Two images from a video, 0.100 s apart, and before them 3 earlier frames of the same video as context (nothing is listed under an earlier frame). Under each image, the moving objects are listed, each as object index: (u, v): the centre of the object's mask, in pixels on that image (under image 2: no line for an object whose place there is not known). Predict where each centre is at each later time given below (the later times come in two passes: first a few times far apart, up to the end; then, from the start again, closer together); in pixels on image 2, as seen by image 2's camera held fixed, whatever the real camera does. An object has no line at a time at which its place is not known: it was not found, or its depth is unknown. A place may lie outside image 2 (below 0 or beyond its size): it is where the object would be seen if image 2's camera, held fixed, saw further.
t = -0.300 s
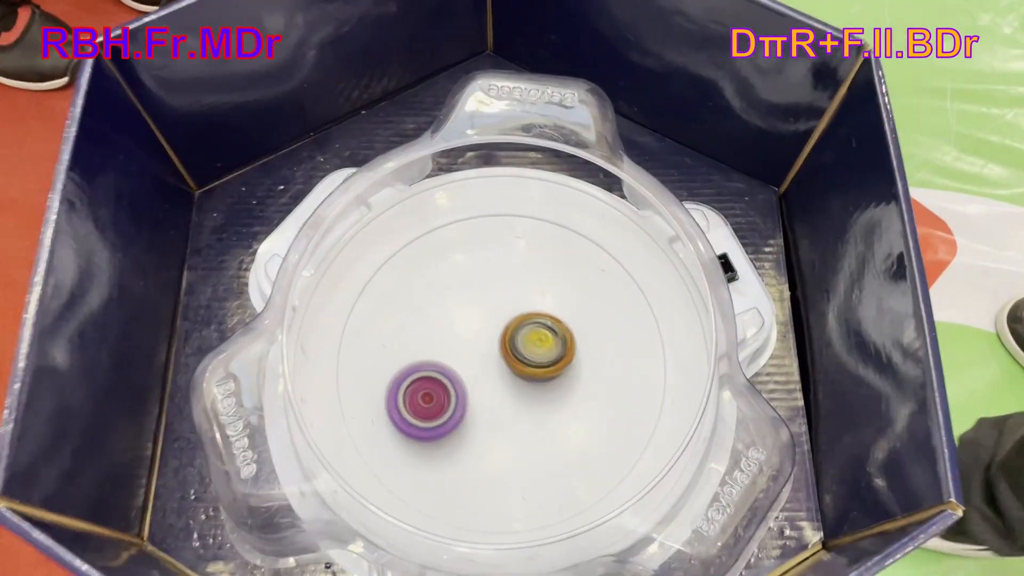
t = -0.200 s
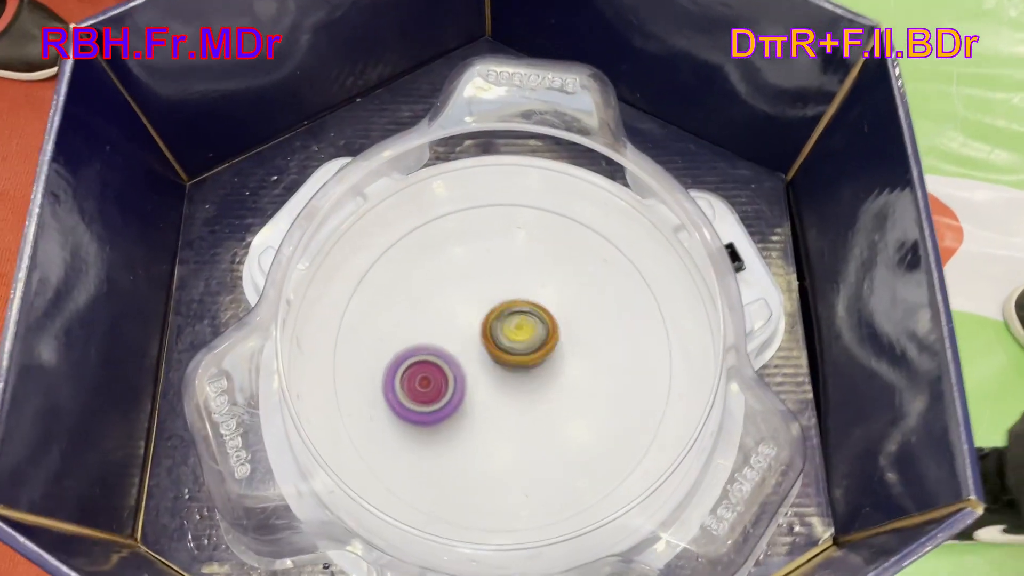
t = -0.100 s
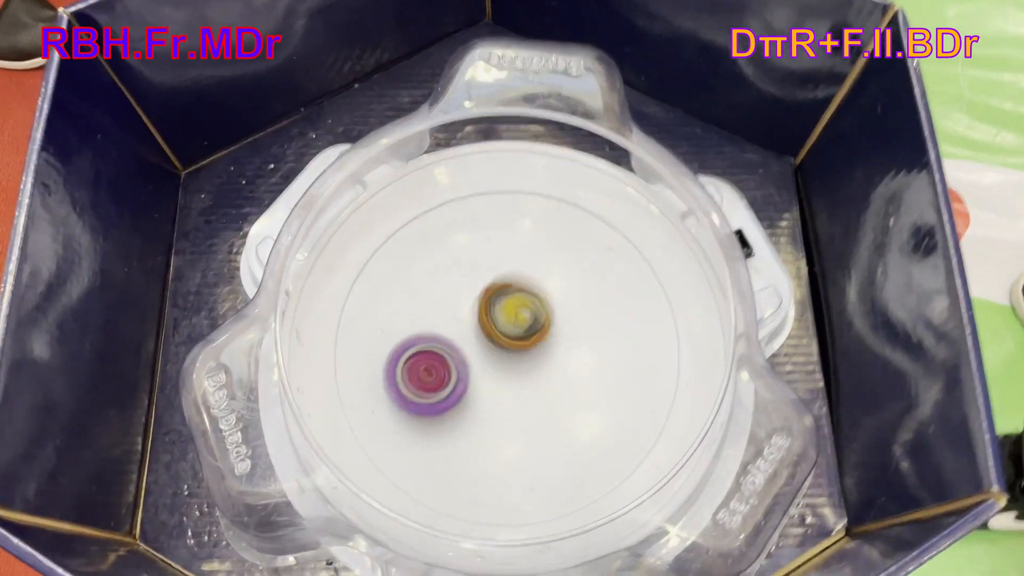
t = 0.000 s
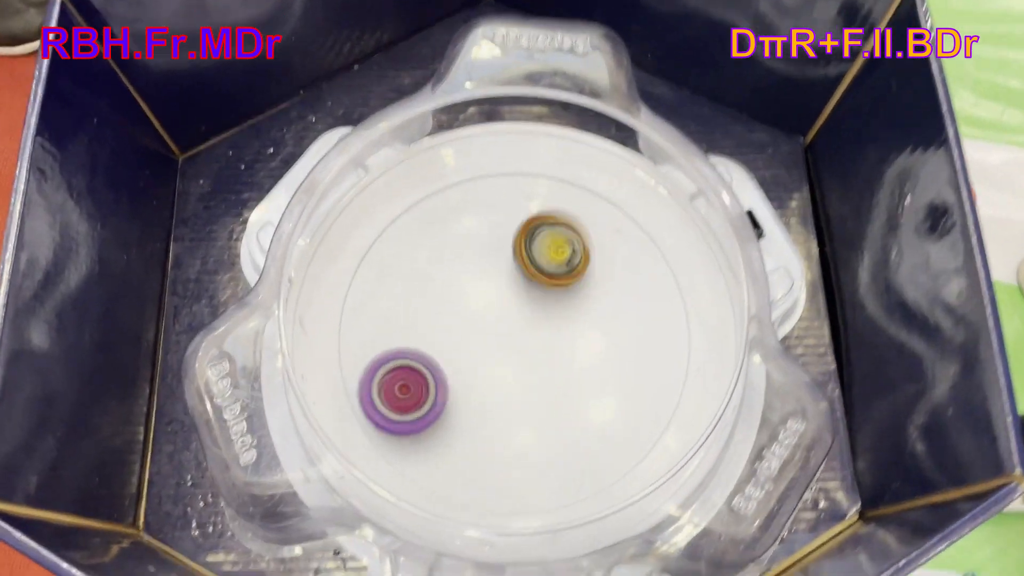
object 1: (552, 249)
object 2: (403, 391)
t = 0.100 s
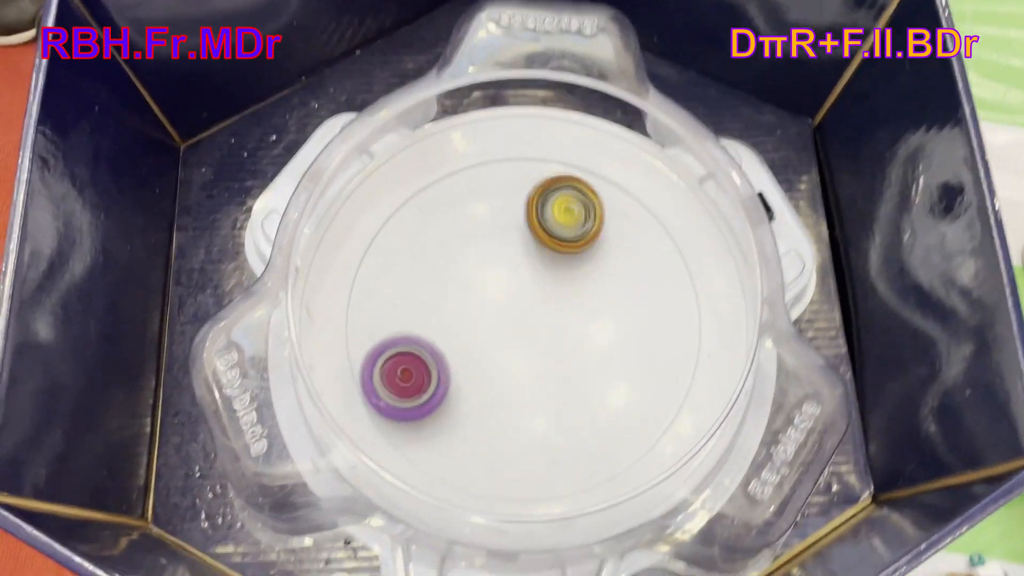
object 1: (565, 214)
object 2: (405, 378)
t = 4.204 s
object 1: (514, 356)
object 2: (481, 273)
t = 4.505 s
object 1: (521, 371)
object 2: (468, 281)
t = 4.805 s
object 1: (520, 368)
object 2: (478, 281)
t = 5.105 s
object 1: (544, 370)
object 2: (490, 269)
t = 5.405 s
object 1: (571, 383)
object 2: (504, 284)
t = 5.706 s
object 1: (569, 359)
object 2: (504, 284)
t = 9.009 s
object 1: (451, 355)
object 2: (543, 292)
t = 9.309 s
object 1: (515, 372)
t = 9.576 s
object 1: (585, 317)
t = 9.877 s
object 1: (578, 265)
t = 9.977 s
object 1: (567, 260)
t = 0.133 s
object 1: (563, 212)
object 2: (405, 374)
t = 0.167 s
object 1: (562, 213)
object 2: (406, 370)
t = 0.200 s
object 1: (561, 216)
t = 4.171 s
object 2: (481, 271)
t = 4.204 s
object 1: (514, 356)
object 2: (481, 273)
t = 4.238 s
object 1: (515, 356)
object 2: (481, 276)
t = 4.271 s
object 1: (515, 356)
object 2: (480, 277)
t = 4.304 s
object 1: (516, 359)
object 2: (478, 278)
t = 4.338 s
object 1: (516, 360)
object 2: (478, 281)
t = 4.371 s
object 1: (517, 360)
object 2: (477, 284)
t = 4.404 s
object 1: (518, 362)
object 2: (477, 286)
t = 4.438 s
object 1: (518, 362)
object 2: (476, 288)
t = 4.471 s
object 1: (520, 367)
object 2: (471, 285)
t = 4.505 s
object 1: (521, 371)
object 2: (468, 281)
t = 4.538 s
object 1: (520, 373)
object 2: (466, 279)
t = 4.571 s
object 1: (520, 372)
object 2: (465, 277)
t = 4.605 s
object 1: (520, 372)
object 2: (465, 276)
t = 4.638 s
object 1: (521, 372)
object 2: (466, 275)
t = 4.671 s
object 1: (521, 372)
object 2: (467, 275)
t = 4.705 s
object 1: (522, 371)
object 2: (470, 275)
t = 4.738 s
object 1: (521, 371)
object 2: (472, 277)
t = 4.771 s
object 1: (520, 370)
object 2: (475, 279)
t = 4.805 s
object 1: (520, 368)
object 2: (478, 281)
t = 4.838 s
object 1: (520, 365)
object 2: (480, 284)
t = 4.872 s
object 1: (522, 364)
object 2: (482, 287)
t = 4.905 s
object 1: (528, 371)
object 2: (479, 280)
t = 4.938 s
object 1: (534, 375)
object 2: (478, 274)
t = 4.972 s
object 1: (535, 376)
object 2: (479, 270)
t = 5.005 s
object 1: (537, 374)
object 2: (481, 269)
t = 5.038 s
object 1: (539, 372)
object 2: (484, 268)
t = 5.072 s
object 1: (542, 371)
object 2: (486, 268)
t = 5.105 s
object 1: (544, 370)
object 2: (490, 269)
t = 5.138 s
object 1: (547, 369)
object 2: (493, 270)
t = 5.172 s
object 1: (548, 369)
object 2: (497, 272)
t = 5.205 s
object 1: (551, 368)
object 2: (501, 275)
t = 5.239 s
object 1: (552, 367)
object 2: (504, 278)
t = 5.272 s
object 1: (554, 367)
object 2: (508, 283)
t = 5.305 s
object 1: (555, 366)
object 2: (511, 287)
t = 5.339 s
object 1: (557, 366)
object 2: (514, 292)
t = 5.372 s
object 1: (565, 376)
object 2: (509, 288)
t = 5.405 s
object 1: (571, 383)
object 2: (504, 284)
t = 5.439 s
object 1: (576, 386)
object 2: (502, 282)
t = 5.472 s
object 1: (577, 386)
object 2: (501, 281)
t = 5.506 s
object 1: (575, 385)
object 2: (501, 280)
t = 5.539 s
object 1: (573, 381)
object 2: (501, 280)
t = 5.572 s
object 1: (571, 376)
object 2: (501, 280)
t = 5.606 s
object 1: (570, 370)
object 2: (502, 280)
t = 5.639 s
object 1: (570, 366)
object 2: (502, 281)
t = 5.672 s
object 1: (569, 362)
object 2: (503, 282)
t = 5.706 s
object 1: (569, 359)
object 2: (504, 284)
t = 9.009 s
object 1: (451, 355)
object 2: (543, 292)
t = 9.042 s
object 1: (454, 360)
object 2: (540, 290)
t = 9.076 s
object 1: (458, 363)
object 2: (536, 289)
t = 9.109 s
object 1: (464, 366)
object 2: (533, 288)
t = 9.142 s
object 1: (469, 369)
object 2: (529, 288)
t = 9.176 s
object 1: (477, 372)
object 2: (526, 287)
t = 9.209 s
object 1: (485, 373)
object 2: (522, 287)
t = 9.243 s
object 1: (494, 374)
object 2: (519, 286)
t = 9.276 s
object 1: (504, 374)
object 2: (515, 286)
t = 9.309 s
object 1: (515, 372)
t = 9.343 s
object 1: (525, 370)
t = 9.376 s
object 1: (536, 365)
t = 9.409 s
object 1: (546, 359)
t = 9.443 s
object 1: (557, 352)
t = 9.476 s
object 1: (566, 344)
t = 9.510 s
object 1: (573, 335)
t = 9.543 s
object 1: (580, 326)
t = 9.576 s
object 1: (585, 317)
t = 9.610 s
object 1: (588, 307)
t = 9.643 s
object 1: (590, 299)
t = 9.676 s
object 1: (590, 291)
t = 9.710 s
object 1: (589, 284)
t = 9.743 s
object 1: (588, 279)
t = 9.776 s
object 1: (586, 274)
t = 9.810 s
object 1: (583, 270)
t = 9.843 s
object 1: (581, 268)
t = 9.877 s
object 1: (578, 265)
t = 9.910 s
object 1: (574, 263)
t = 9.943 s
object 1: (571, 262)
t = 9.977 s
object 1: (567, 260)
